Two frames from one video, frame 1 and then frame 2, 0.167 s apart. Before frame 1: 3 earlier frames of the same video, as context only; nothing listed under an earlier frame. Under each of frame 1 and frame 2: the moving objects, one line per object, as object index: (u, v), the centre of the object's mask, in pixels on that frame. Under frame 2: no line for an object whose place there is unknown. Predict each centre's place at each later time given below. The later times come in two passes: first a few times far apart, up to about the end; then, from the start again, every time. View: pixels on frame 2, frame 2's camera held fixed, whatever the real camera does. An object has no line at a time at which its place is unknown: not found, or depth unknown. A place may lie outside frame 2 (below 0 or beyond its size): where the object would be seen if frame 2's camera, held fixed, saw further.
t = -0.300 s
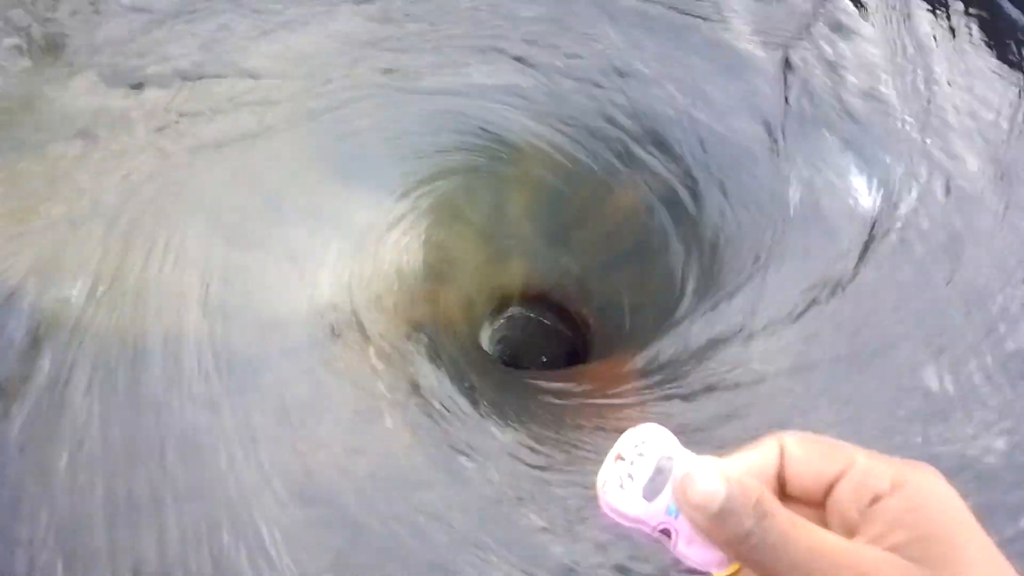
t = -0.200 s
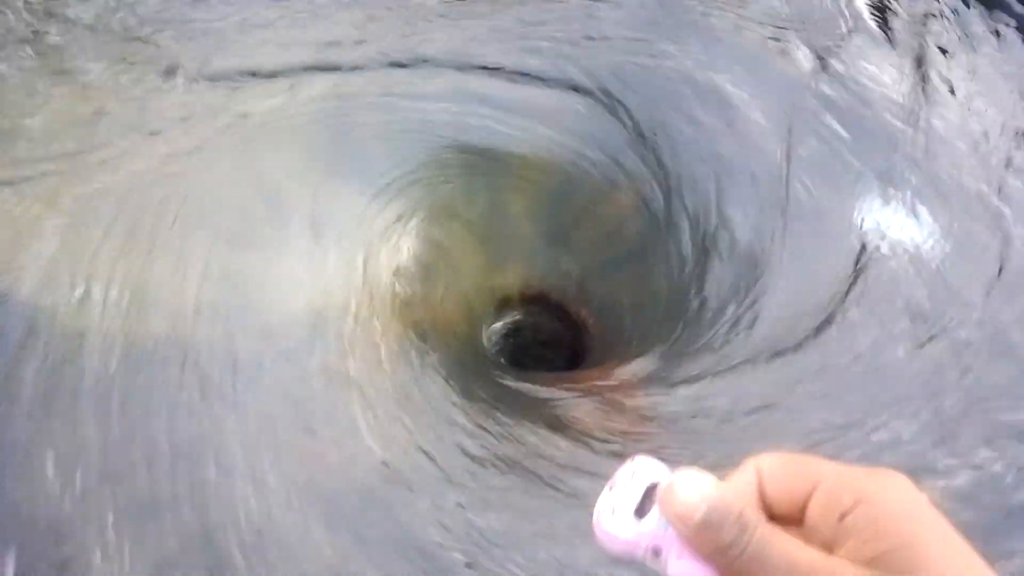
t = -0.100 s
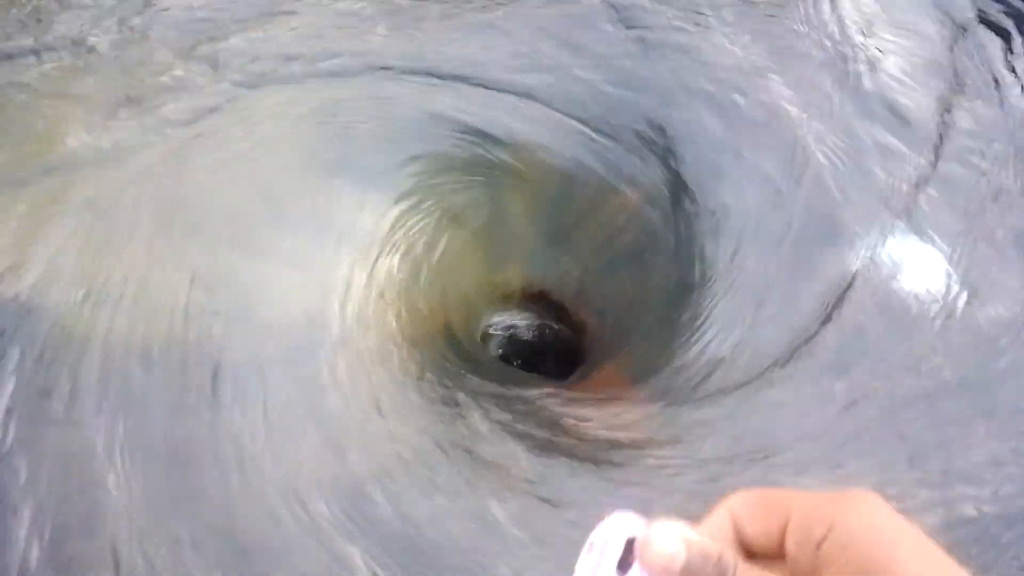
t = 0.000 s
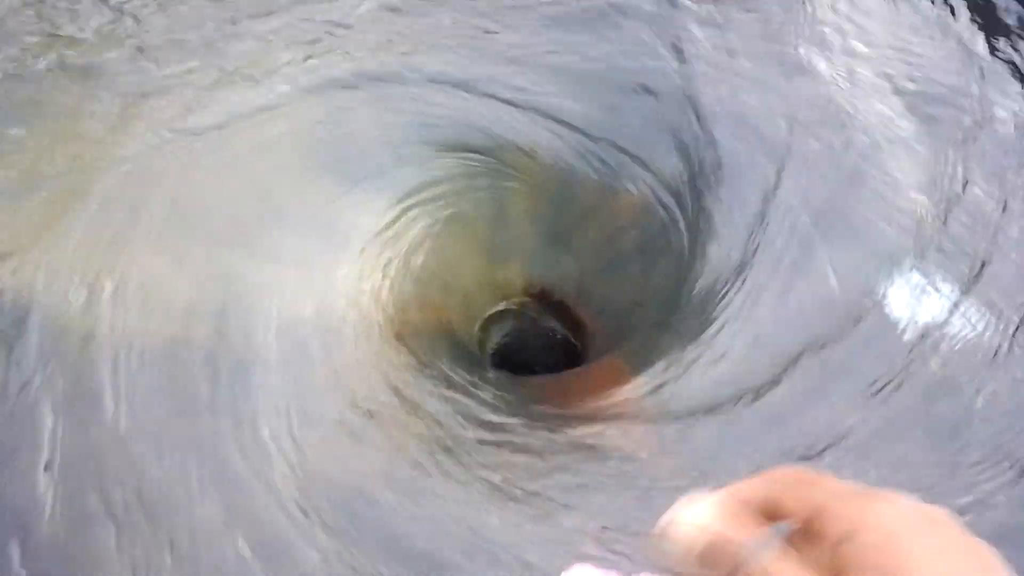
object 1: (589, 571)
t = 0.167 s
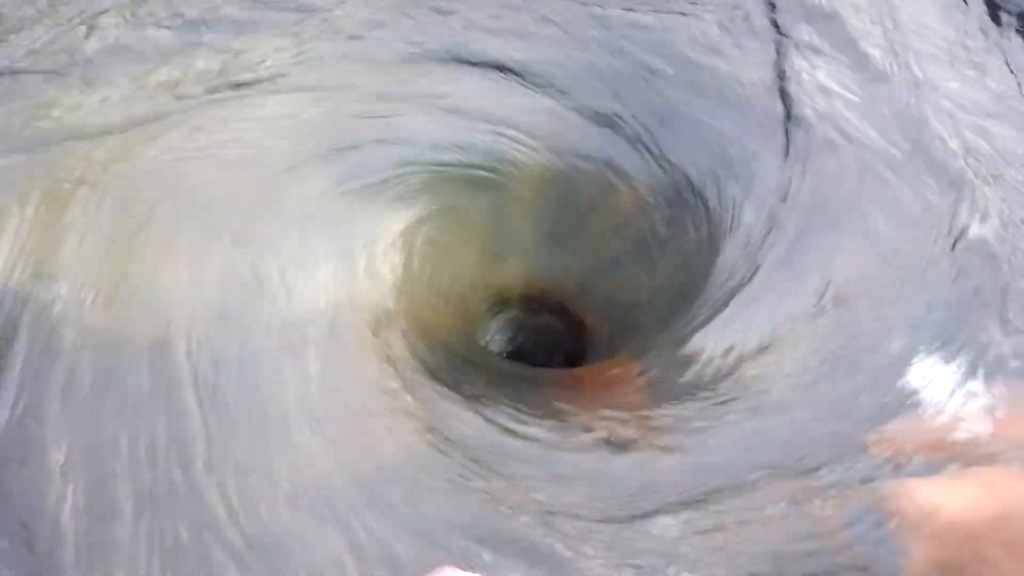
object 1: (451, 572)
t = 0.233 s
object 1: (401, 559)
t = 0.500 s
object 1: (234, 443)
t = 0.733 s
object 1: (163, 285)
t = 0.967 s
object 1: (204, 167)
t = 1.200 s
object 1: (282, 88)
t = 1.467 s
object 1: (432, 48)
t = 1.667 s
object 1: (592, 74)
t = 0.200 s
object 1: (426, 567)
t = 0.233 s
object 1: (401, 559)
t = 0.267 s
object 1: (377, 551)
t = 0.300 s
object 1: (358, 543)
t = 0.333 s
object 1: (338, 536)
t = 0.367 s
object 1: (314, 525)
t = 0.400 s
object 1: (292, 508)
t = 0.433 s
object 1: (272, 489)
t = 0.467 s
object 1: (252, 466)
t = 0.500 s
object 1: (234, 443)
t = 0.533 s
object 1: (217, 423)
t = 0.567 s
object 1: (202, 400)
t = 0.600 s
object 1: (189, 375)
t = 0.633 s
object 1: (180, 354)
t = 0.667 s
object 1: (171, 329)
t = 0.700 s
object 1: (166, 308)
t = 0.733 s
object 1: (163, 285)
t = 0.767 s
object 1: (163, 265)
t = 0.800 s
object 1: (166, 246)
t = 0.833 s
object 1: (171, 230)
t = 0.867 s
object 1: (176, 213)
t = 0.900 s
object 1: (184, 198)
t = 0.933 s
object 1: (193, 180)
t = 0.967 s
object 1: (204, 167)
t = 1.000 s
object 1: (212, 156)
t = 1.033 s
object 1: (222, 143)
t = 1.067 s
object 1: (233, 132)
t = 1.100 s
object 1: (243, 121)
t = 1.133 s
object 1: (256, 111)
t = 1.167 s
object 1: (269, 99)
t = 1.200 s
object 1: (282, 88)
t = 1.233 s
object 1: (297, 81)
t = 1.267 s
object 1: (313, 72)
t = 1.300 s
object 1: (331, 69)
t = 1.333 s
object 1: (350, 62)
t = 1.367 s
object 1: (370, 57)
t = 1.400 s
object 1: (390, 54)
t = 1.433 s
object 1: (410, 47)
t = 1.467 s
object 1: (432, 48)
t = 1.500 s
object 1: (457, 50)
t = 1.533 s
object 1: (482, 49)
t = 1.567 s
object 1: (505, 51)
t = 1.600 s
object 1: (534, 54)
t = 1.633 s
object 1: (558, 62)
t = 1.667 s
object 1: (592, 74)
